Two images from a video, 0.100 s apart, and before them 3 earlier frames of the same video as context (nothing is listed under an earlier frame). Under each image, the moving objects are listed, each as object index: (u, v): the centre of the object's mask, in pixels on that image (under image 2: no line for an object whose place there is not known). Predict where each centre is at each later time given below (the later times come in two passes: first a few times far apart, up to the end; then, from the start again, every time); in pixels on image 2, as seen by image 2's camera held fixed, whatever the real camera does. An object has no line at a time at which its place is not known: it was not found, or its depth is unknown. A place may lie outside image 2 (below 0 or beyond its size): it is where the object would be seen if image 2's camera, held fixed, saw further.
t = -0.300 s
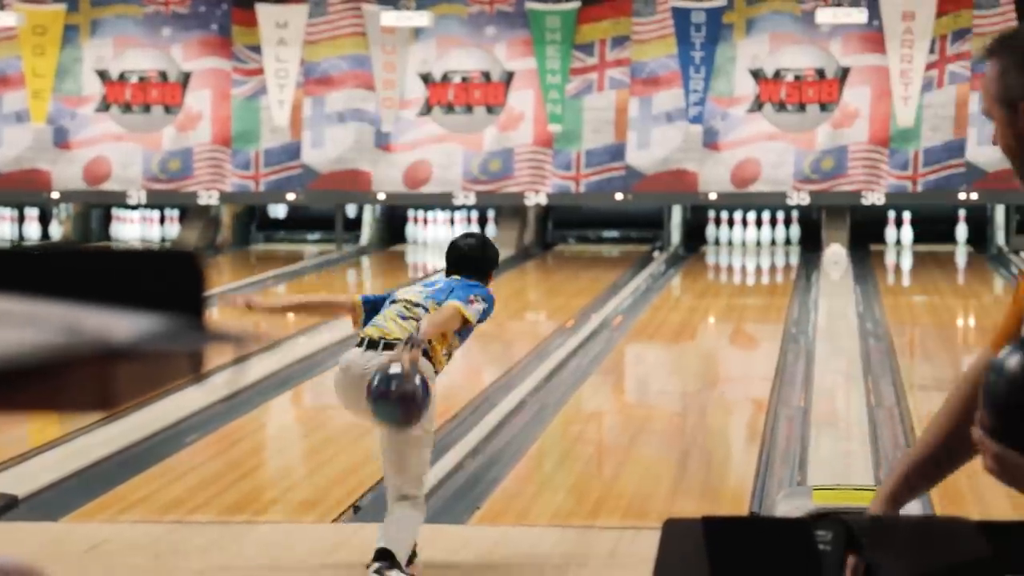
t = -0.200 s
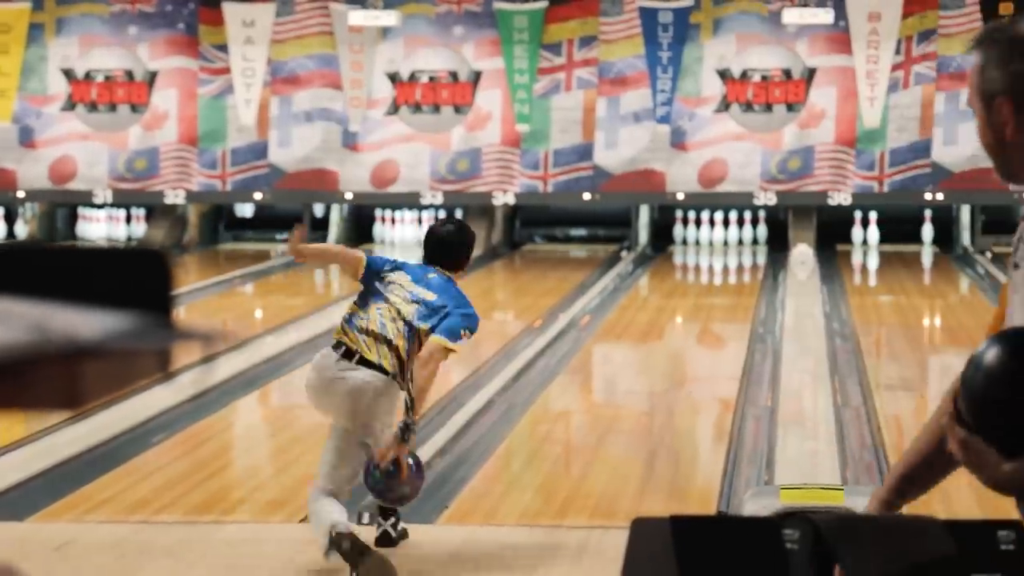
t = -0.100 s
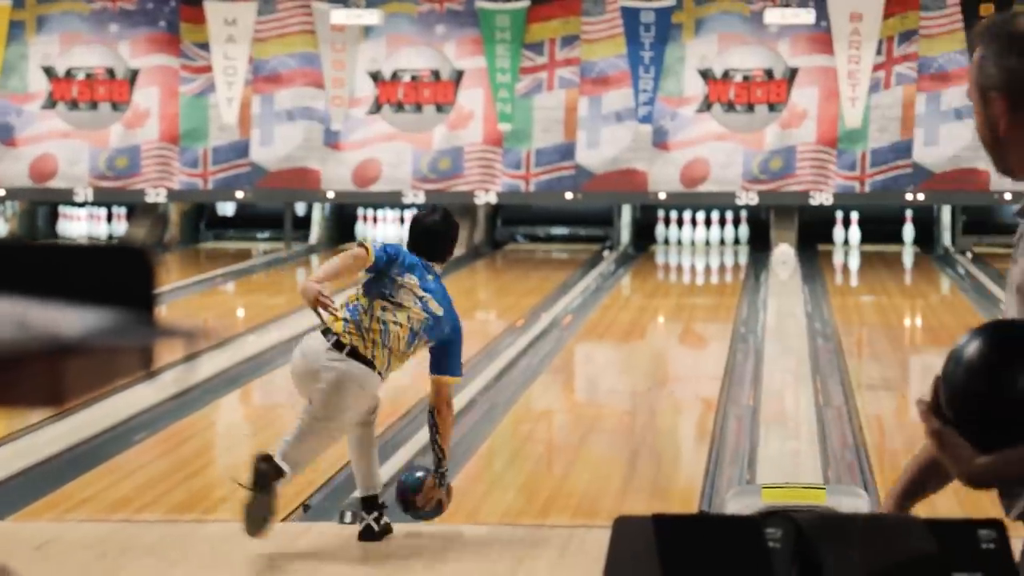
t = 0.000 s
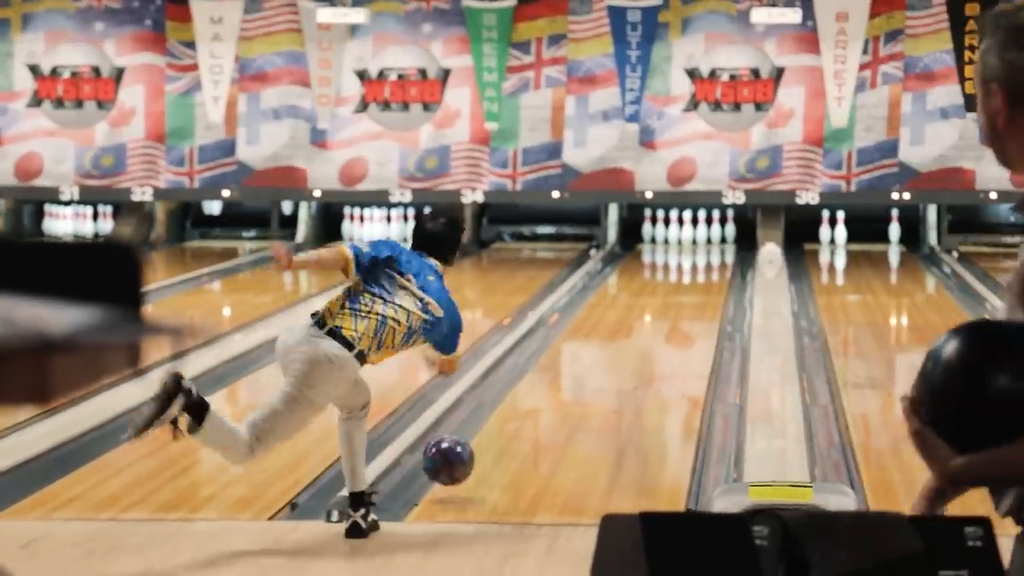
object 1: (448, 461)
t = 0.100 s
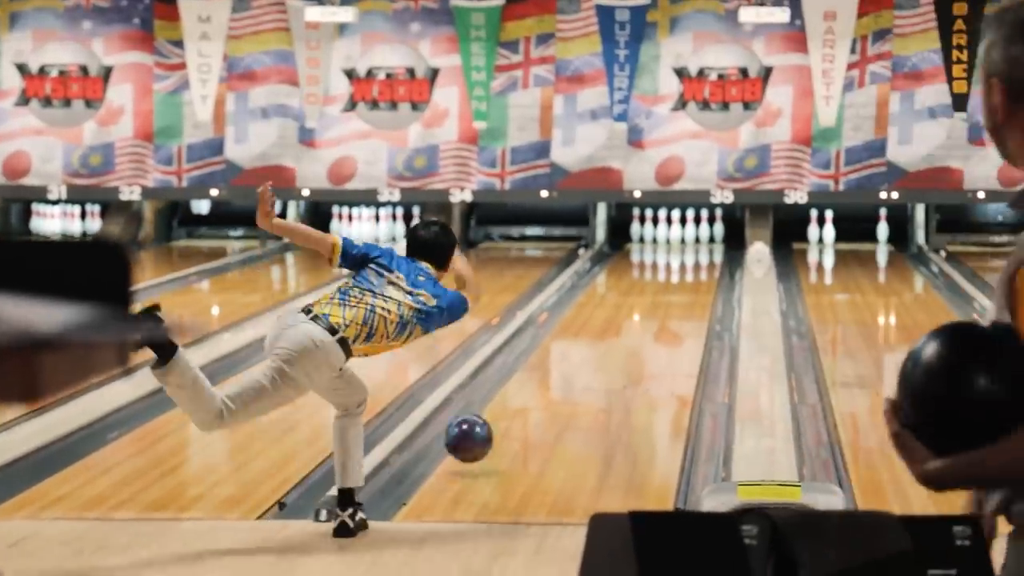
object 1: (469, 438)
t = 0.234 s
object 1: (504, 422)
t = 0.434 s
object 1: (547, 386)
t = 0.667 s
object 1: (584, 354)
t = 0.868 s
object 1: (611, 334)
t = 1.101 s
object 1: (636, 314)
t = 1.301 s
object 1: (653, 298)
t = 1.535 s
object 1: (670, 284)
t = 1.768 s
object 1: (683, 271)
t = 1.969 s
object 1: (692, 263)
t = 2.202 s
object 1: (701, 253)
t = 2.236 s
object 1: (700, 253)
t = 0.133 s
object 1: (479, 436)
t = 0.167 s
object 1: (488, 436)
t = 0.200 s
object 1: (496, 429)
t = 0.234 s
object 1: (504, 422)
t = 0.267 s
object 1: (512, 416)
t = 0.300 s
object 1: (520, 410)
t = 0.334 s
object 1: (527, 404)
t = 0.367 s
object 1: (534, 398)
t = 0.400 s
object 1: (541, 392)
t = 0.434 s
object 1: (547, 386)
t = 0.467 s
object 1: (552, 381)
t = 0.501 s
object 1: (559, 376)
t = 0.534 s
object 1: (564, 371)
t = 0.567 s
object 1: (570, 366)
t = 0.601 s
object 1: (575, 362)
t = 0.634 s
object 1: (580, 359)
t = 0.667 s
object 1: (584, 354)
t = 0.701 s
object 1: (589, 351)
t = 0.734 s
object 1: (593, 347)
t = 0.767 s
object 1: (598, 344)
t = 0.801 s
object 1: (602, 340)
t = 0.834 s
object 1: (606, 336)
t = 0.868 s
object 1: (611, 334)
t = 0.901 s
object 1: (615, 331)
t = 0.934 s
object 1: (619, 327)
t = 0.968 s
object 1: (622, 325)
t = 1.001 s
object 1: (625, 322)
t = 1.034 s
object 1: (629, 319)
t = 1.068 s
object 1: (633, 316)
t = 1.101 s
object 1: (636, 314)
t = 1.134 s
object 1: (639, 312)
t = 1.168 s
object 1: (642, 309)
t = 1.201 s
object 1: (645, 307)
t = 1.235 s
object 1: (648, 304)
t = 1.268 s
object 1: (650, 301)
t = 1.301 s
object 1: (653, 298)
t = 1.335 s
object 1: (655, 297)
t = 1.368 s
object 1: (658, 294)
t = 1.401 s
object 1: (661, 293)
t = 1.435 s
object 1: (663, 290)
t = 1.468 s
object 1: (666, 288)
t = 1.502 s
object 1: (668, 286)
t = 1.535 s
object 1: (670, 284)
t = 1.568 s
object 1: (672, 282)
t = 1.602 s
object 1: (674, 281)
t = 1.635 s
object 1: (677, 279)
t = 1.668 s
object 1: (678, 276)
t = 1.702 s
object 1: (680, 274)
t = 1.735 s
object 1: (682, 273)
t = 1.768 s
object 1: (683, 271)
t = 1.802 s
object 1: (685, 270)
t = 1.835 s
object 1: (687, 270)
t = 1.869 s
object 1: (688, 267)
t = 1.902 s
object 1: (690, 264)
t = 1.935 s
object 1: (691, 264)
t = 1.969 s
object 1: (692, 263)
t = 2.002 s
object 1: (693, 262)
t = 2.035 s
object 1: (694, 261)
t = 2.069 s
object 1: (697, 259)
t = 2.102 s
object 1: (699, 258)
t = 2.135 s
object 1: (701, 257)
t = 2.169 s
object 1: (701, 255)
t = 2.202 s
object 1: (701, 253)
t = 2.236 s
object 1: (700, 253)
